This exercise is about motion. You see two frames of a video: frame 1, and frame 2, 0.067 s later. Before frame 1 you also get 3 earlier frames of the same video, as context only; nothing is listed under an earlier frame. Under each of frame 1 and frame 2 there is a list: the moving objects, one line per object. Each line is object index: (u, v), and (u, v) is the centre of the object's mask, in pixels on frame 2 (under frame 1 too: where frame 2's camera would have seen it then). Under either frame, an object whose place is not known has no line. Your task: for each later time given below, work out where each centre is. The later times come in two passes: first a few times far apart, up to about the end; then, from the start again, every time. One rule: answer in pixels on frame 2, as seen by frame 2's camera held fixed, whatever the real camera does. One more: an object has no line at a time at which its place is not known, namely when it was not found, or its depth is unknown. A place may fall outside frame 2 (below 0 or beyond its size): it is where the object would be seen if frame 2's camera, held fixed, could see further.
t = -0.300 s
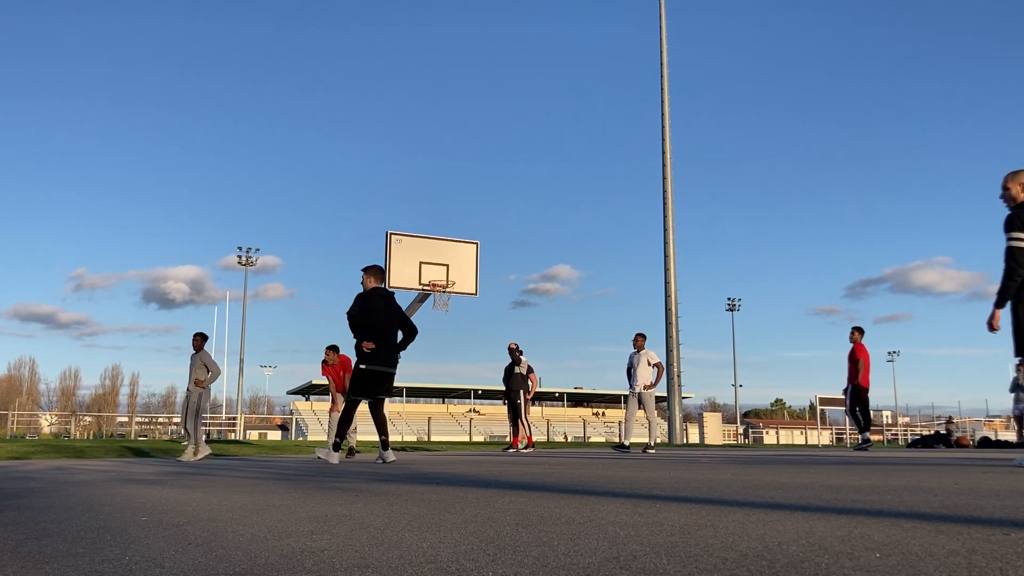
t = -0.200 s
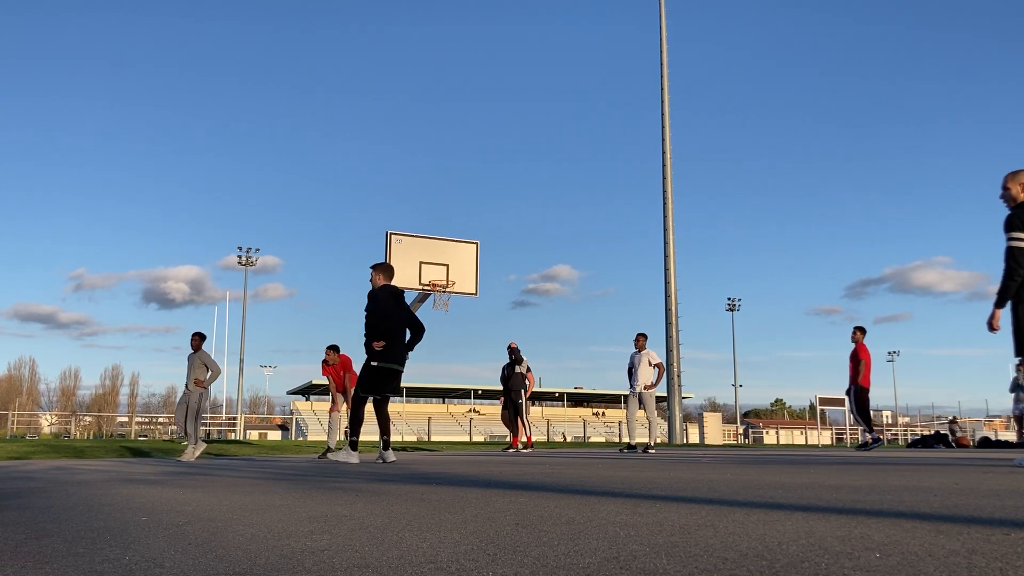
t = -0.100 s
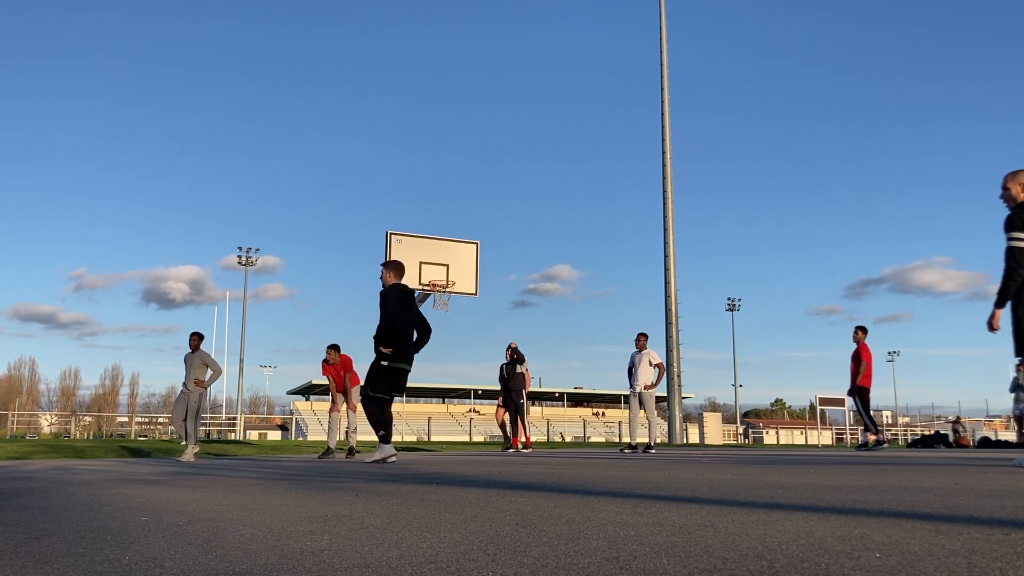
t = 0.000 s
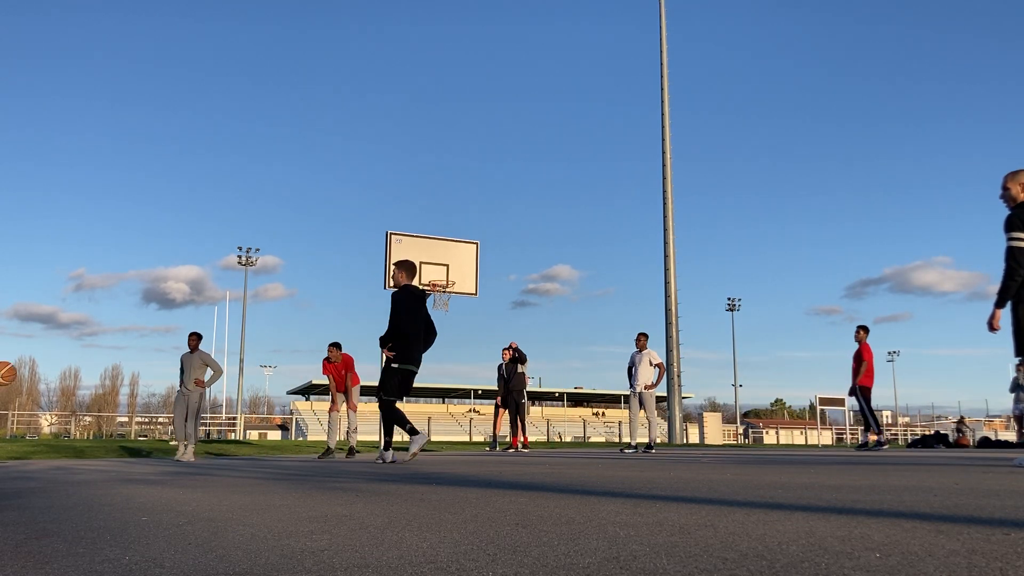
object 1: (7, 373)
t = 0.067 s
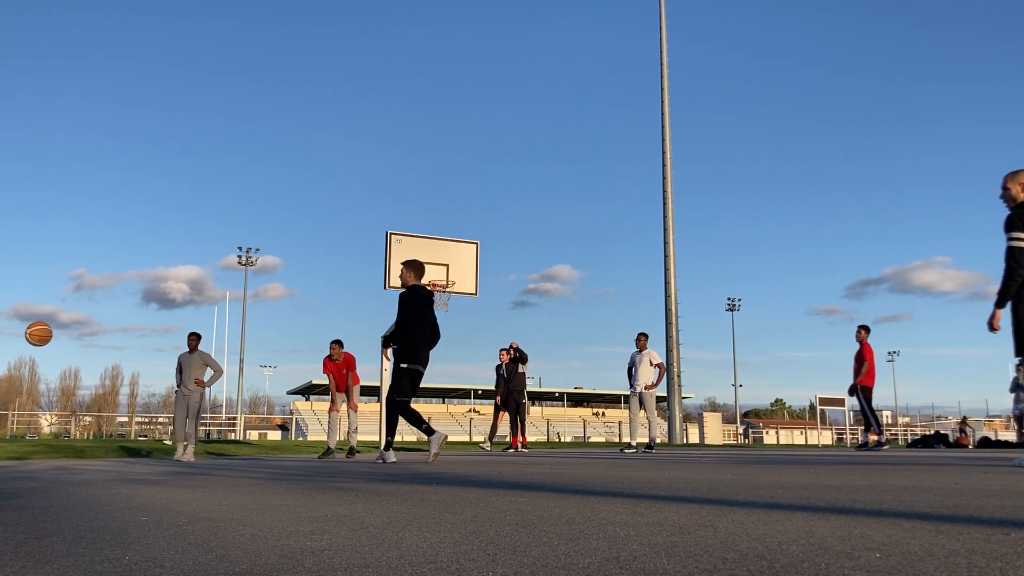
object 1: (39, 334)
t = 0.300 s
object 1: (164, 230)
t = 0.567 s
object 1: (313, 178)
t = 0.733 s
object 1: (412, 185)
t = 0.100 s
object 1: (56, 316)
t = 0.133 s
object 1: (74, 298)
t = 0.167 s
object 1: (92, 283)
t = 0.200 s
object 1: (110, 268)
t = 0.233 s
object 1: (128, 254)
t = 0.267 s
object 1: (146, 241)
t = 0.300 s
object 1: (164, 230)
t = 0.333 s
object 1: (182, 219)
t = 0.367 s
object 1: (201, 210)
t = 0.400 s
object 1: (219, 202)
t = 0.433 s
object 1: (238, 195)
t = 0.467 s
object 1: (256, 189)
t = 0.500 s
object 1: (275, 184)
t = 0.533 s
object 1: (294, 180)
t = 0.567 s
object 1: (313, 178)
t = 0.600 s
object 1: (333, 177)
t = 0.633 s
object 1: (353, 177)
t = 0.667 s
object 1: (372, 178)
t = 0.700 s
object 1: (392, 181)
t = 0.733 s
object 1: (412, 185)
